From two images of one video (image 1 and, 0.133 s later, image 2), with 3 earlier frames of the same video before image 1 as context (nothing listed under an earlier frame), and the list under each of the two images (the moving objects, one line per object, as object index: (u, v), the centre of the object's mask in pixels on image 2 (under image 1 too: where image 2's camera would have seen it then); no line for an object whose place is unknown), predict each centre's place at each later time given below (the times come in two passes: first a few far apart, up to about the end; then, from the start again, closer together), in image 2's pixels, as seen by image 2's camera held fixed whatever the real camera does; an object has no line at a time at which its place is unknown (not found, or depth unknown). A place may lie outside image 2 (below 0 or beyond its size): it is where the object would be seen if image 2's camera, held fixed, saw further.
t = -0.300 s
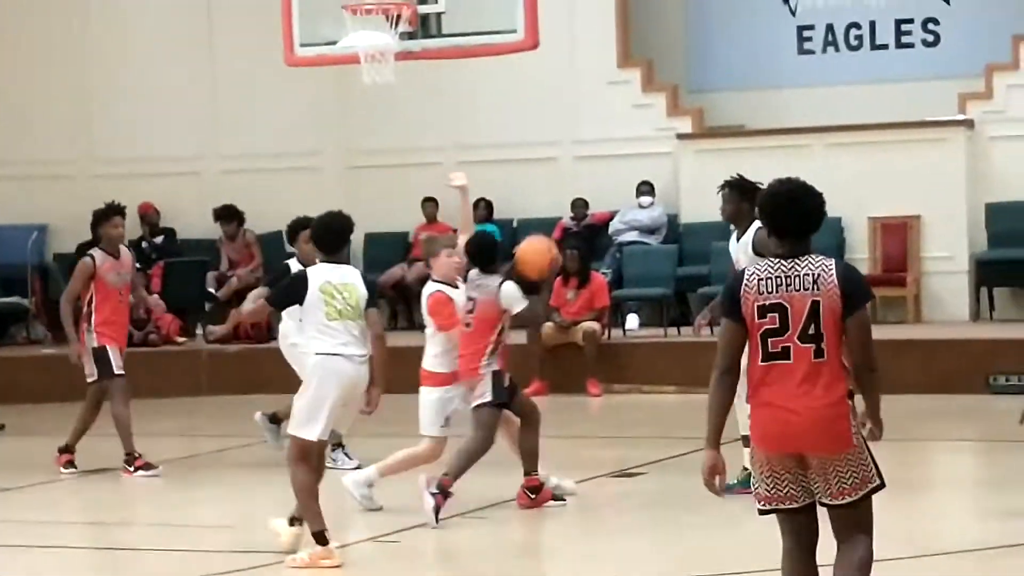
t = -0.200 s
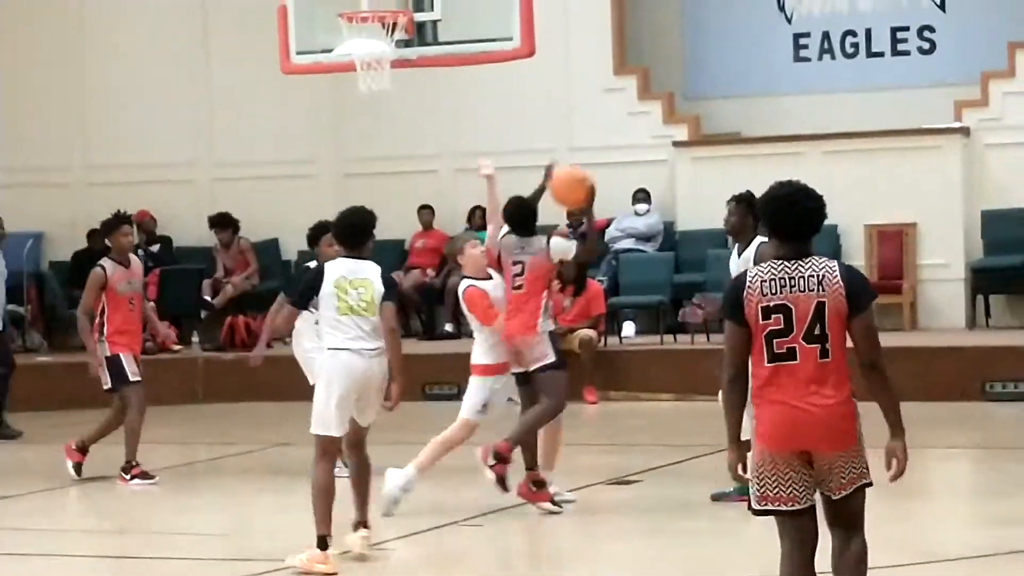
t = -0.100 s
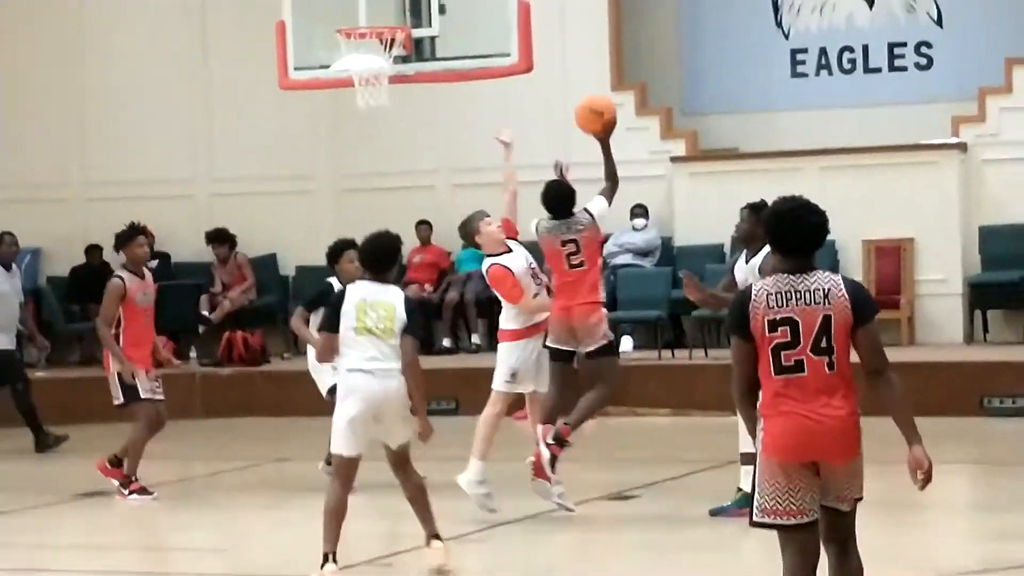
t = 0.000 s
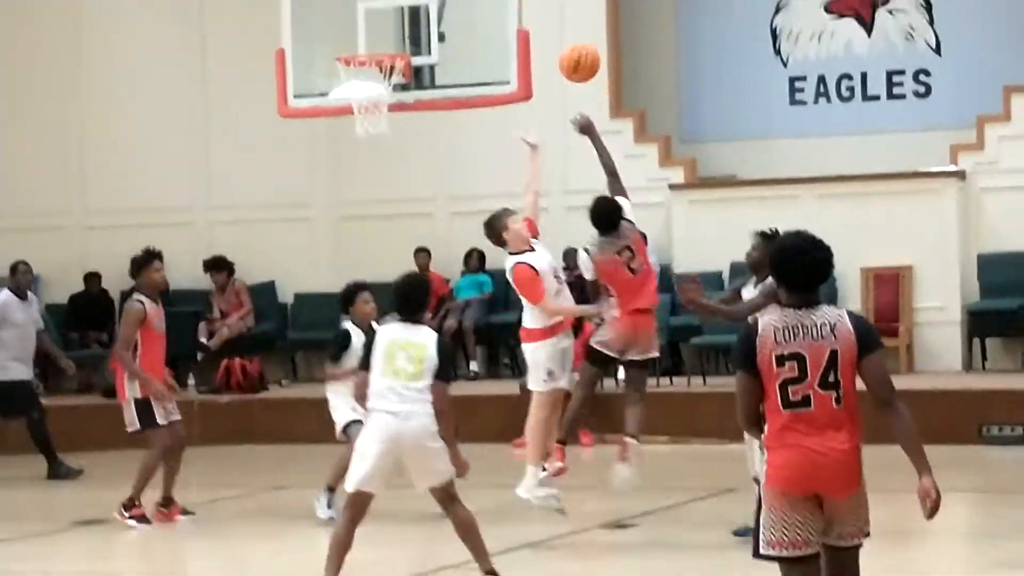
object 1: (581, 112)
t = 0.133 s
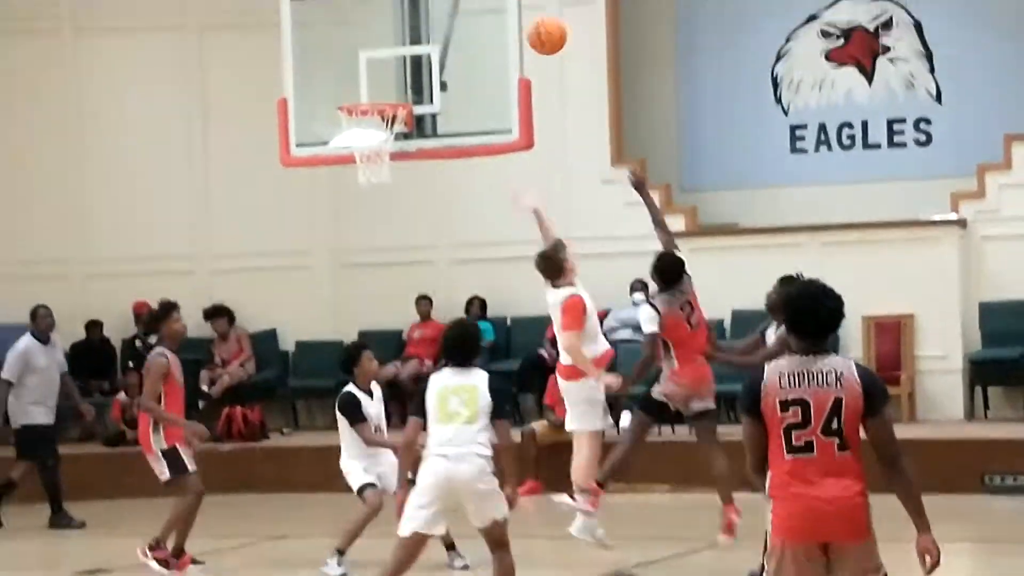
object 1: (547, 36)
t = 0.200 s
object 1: (532, 9)
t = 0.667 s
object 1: (440, 28)
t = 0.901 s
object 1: (373, 110)
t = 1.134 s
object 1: (357, 144)
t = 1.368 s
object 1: (377, 192)
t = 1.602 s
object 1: (403, 295)
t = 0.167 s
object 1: (539, 22)
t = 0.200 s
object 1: (532, 9)
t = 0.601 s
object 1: (452, 6)
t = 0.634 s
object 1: (446, 16)
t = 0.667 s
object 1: (440, 28)
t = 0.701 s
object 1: (435, 42)
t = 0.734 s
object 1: (430, 55)
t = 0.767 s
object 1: (419, 62)
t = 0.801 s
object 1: (408, 72)
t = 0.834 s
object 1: (396, 83)
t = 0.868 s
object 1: (386, 94)
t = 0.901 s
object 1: (373, 110)
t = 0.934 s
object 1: (364, 124)
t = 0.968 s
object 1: (359, 130)
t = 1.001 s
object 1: (359, 134)
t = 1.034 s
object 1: (358, 135)
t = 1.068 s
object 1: (357, 137)
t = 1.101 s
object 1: (357, 140)
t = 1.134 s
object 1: (357, 144)
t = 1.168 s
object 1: (359, 149)
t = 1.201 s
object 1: (361, 155)
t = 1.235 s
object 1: (363, 159)
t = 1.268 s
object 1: (366, 163)
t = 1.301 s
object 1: (369, 169)
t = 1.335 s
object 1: (373, 186)
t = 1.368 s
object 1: (377, 192)
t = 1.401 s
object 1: (380, 199)
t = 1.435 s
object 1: (384, 211)
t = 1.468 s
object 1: (388, 225)
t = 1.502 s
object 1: (391, 240)
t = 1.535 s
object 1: (396, 257)
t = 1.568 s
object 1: (400, 276)
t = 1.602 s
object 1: (403, 295)
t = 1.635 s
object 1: (408, 317)
